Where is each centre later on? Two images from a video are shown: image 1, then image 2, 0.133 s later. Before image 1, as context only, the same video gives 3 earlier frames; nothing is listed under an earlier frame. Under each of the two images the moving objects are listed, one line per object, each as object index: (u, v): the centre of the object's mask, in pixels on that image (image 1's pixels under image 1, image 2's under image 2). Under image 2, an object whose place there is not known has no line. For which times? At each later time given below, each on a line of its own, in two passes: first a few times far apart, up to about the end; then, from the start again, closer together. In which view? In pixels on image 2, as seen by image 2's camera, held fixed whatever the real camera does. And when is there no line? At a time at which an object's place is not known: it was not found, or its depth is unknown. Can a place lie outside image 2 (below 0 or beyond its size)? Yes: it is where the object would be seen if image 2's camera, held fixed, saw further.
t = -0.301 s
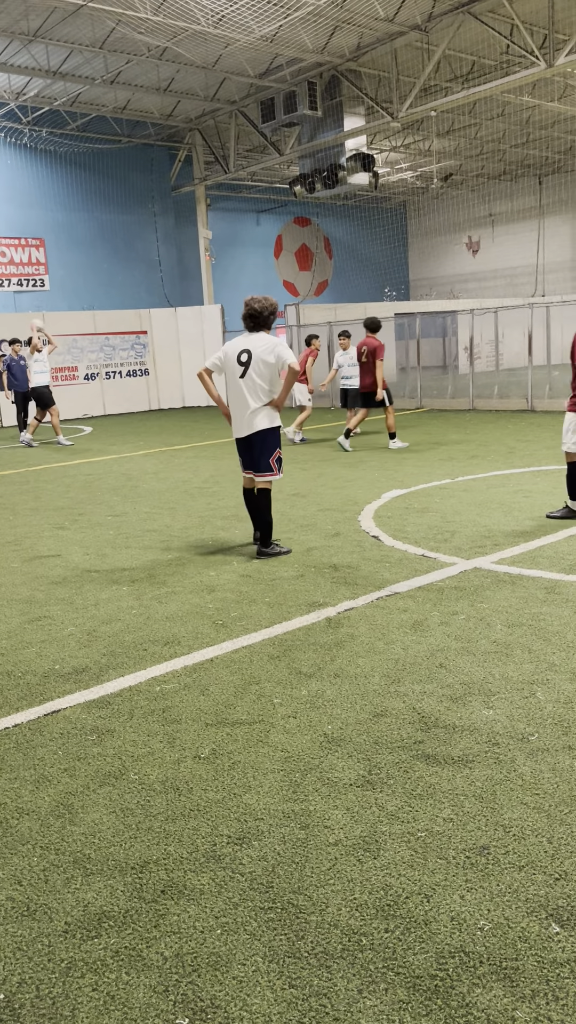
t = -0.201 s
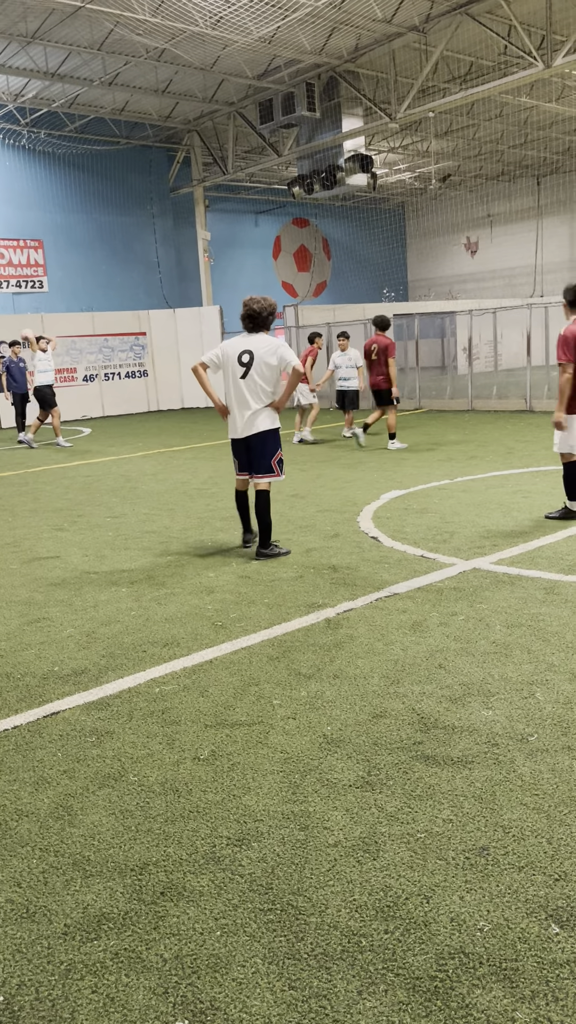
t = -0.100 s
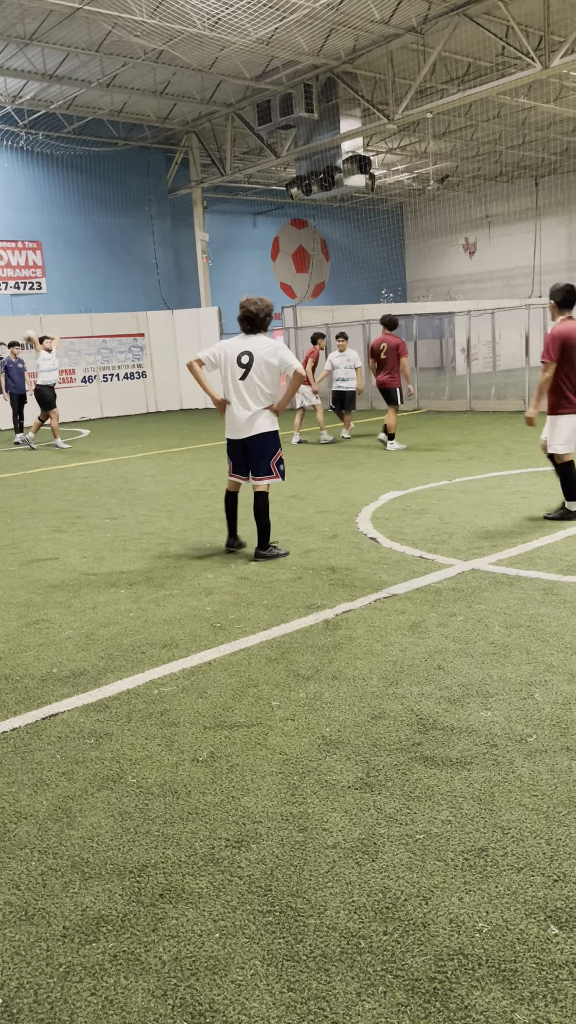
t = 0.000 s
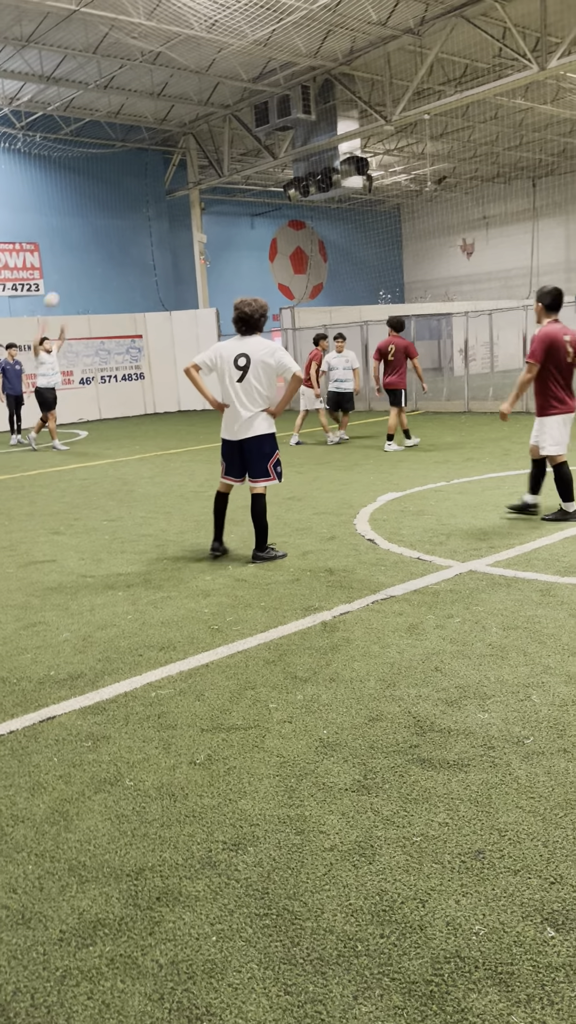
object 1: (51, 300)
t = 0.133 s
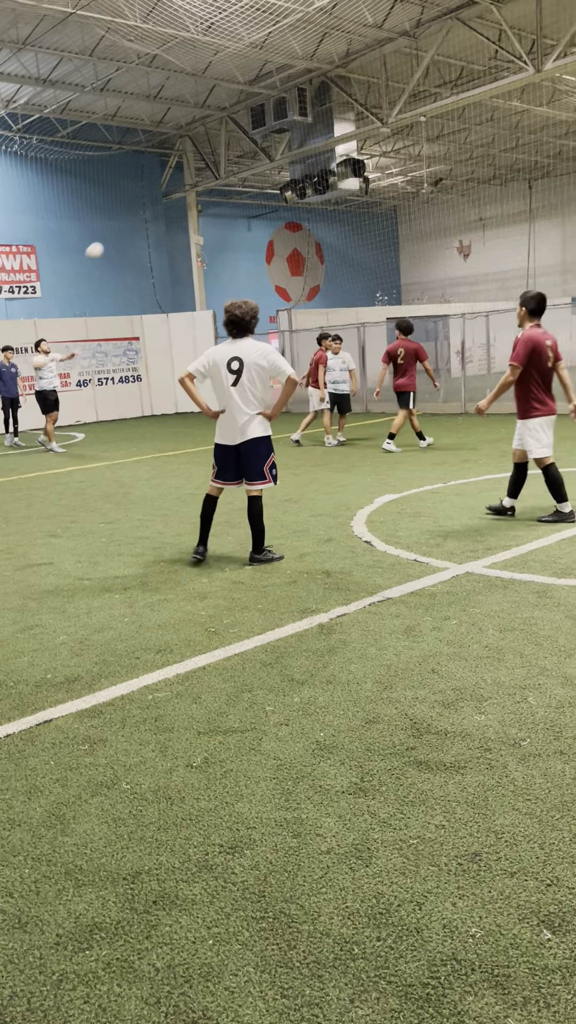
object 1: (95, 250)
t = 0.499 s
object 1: (248, 157)
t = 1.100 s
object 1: (580, 220)
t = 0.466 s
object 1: (232, 162)
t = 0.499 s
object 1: (248, 157)
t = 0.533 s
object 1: (263, 153)
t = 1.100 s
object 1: (580, 220)
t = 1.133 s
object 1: (599, 233)
